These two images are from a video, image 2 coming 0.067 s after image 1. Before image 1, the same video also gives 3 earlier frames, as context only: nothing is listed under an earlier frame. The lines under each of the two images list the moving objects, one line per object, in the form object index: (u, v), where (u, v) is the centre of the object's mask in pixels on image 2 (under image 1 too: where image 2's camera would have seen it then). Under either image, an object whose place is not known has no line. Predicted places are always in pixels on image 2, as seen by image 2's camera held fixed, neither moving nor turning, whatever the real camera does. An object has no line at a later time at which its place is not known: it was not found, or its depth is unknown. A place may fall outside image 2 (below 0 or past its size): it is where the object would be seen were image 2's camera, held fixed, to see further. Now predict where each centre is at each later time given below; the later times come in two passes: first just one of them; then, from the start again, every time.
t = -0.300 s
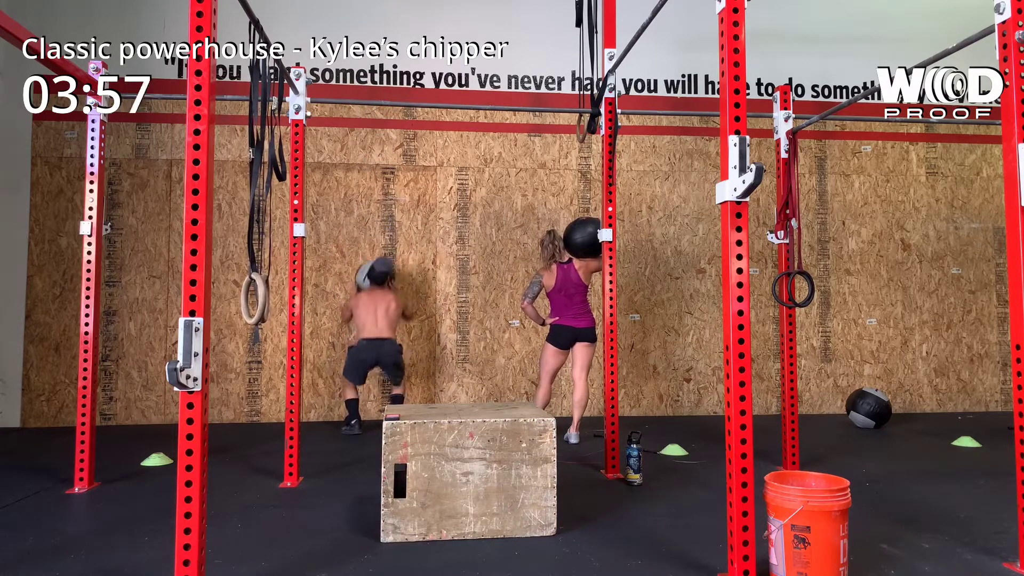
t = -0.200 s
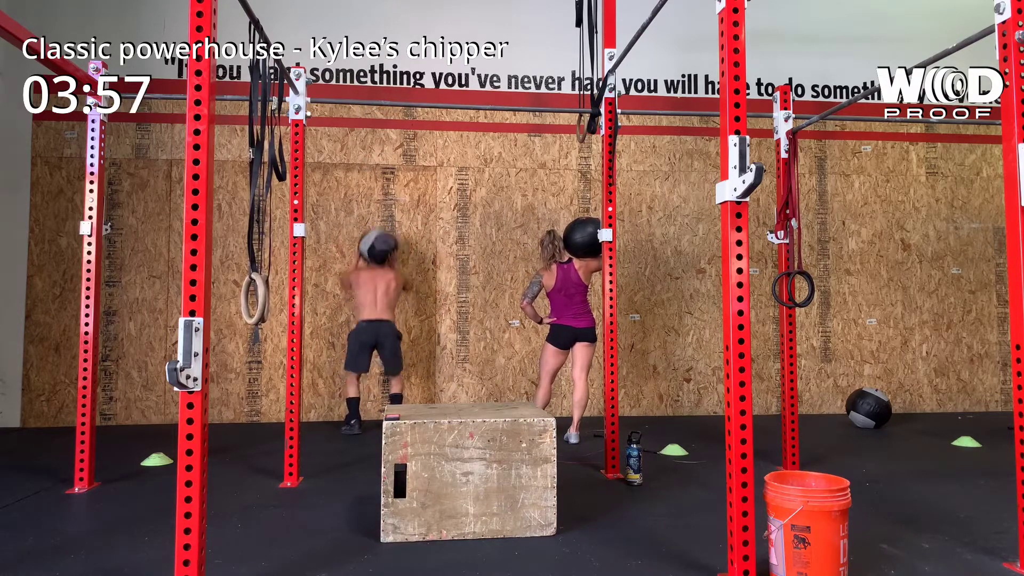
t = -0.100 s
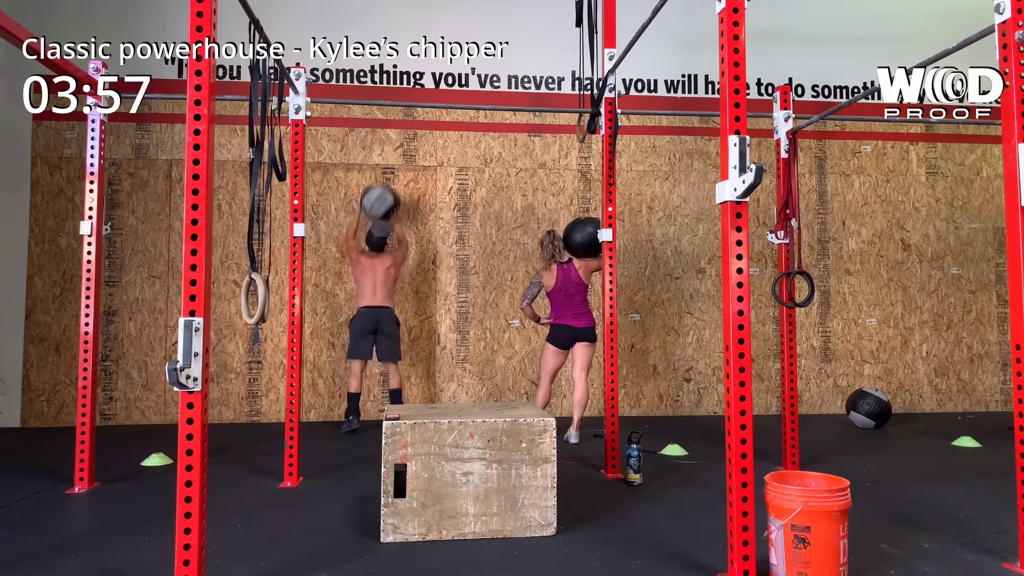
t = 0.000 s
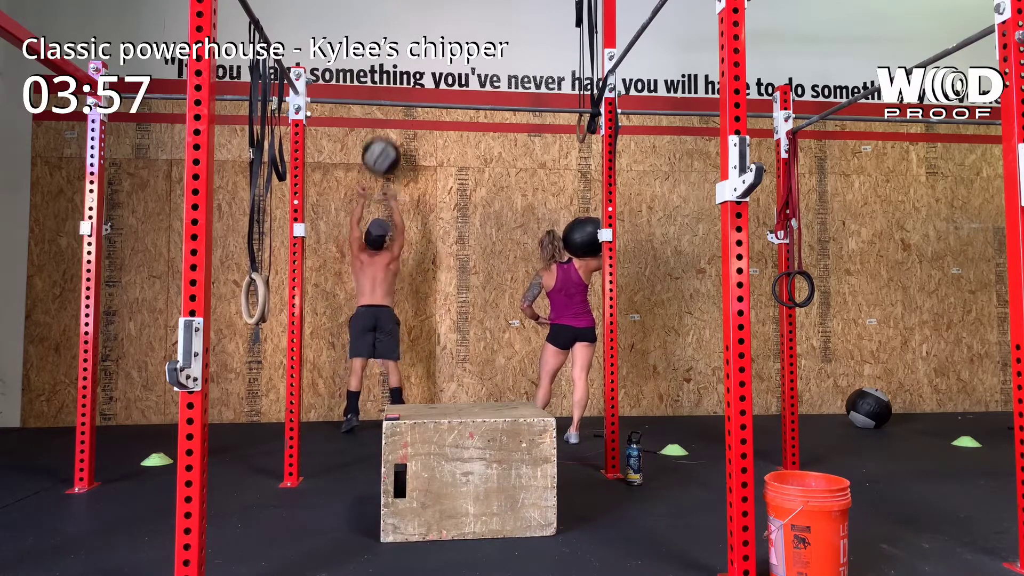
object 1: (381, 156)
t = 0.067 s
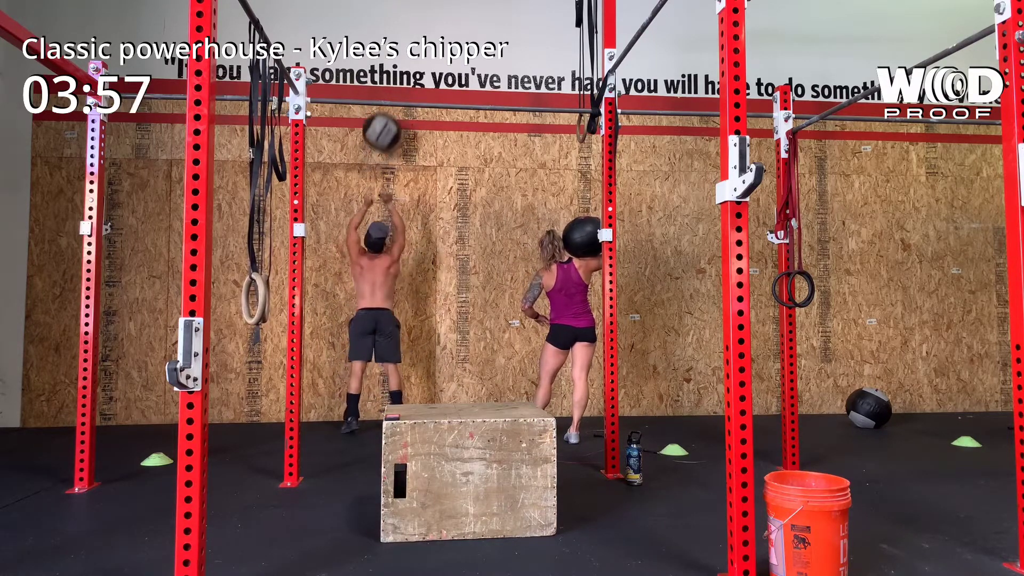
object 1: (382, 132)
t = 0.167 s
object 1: (382, 106)
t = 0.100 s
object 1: (382, 122)
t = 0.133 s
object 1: (382, 117)
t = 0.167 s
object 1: (382, 106)
